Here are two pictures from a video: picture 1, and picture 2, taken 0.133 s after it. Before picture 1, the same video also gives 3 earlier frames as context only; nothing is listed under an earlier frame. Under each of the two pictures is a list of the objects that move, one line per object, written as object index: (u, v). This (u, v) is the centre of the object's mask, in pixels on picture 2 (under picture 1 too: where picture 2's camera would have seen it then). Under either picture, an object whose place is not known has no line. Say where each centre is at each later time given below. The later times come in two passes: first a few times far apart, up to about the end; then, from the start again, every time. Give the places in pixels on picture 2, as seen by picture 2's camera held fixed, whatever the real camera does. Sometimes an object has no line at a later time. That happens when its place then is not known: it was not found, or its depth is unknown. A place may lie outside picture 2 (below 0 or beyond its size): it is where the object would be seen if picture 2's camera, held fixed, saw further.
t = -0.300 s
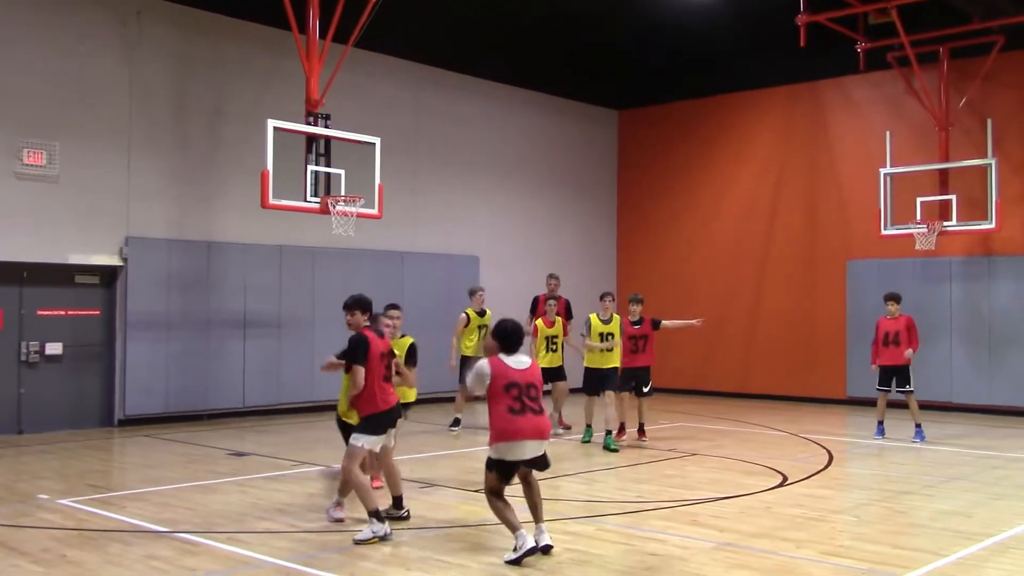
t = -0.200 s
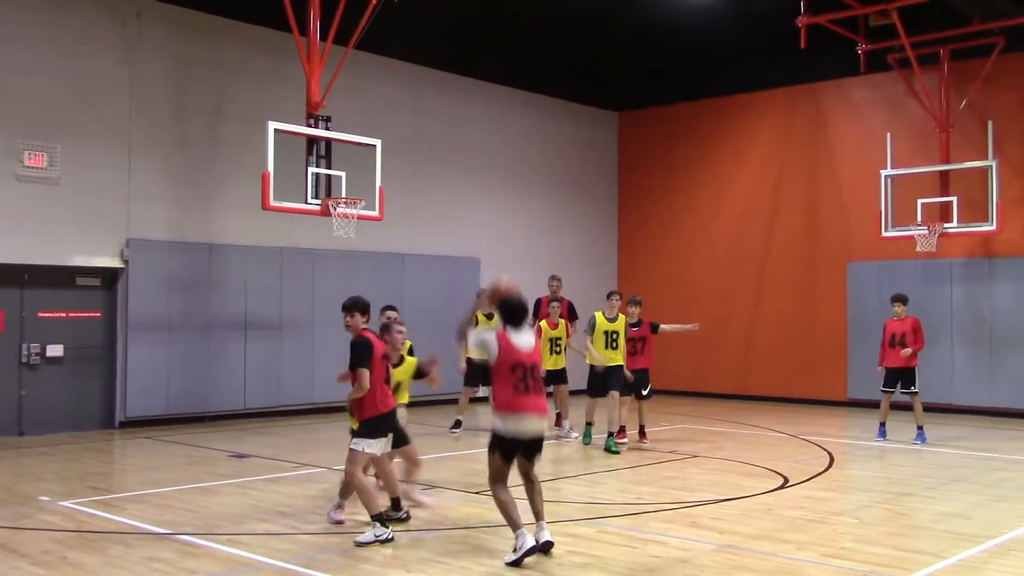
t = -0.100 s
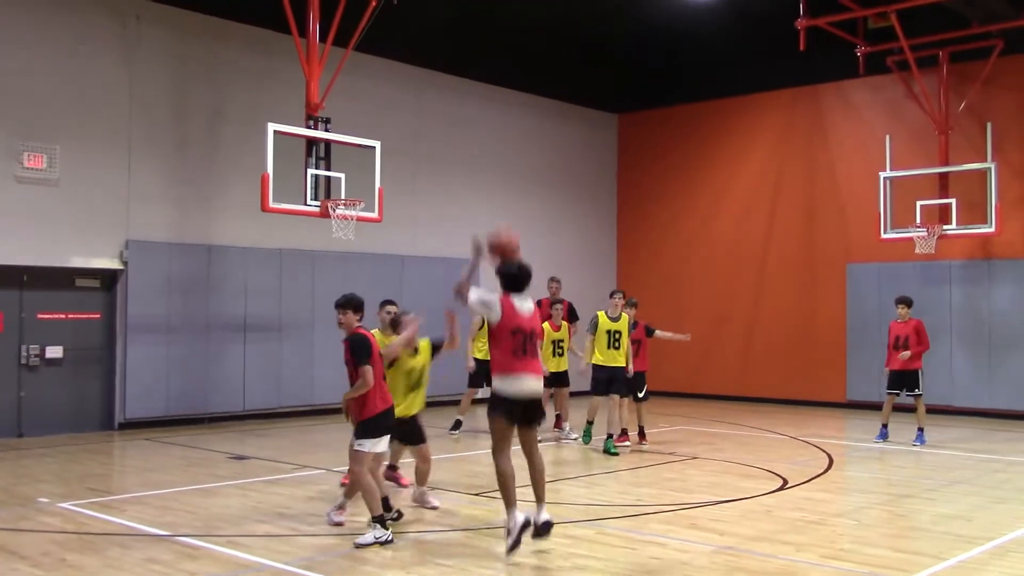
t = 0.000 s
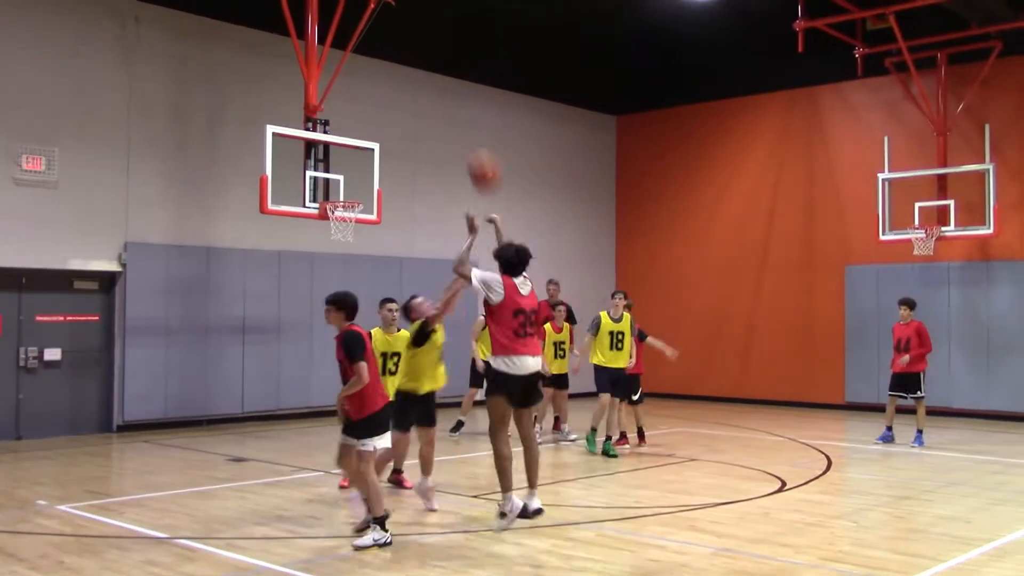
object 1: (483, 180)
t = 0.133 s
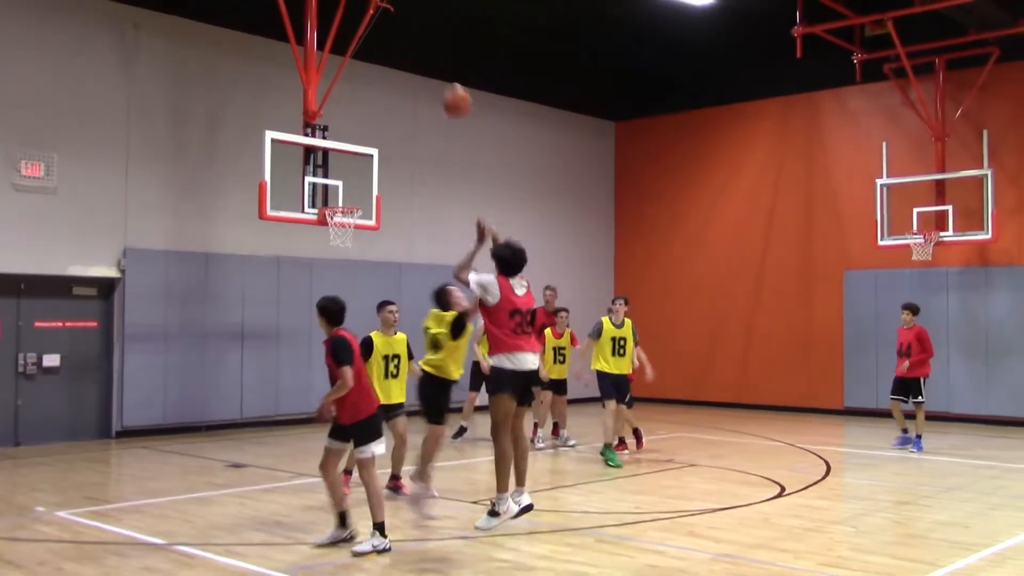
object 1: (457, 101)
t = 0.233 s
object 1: (440, 65)
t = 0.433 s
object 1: (412, 32)
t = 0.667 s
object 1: (386, 45)
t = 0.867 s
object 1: (369, 89)
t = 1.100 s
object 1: (353, 170)
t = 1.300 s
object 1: (344, 161)
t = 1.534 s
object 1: (351, 118)
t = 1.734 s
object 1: (361, 115)
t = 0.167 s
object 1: (451, 87)
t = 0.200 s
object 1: (445, 74)
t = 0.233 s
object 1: (440, 65)
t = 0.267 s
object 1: (435, 56)
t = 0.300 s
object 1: (429, 49)
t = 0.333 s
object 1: (425, 42)
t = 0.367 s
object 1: (420, 38)
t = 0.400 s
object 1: (416, 35)
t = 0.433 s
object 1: (412, 32)
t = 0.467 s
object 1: (407, 31)
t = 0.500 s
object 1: (404, 30)
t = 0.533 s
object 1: (400, 31)
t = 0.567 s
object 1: (396, 33)
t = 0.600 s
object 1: (393, 36)
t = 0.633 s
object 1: (389, 40)
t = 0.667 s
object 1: (386, 45)
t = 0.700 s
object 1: (383, 50)
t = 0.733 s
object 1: (380, 56)
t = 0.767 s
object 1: (378, 63)
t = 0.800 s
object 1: (375, 71)
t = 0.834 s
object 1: (372, 80)
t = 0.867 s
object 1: (369, 89)
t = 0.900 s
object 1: (366, 99)
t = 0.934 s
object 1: (364, 110)
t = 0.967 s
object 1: (361, 122)
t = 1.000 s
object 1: (358, 132)
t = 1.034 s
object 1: (357, 145)
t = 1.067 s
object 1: (354, 160)
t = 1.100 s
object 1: (353, 170)
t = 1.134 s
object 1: (351, 184)
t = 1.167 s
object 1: (350, 199)
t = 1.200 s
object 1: (348, 196)
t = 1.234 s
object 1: (347, 182)
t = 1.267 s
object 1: (345, 173)
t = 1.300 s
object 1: (344, 161)
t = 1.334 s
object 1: (343, 152)
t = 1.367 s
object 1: (343, 143)
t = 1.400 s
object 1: (344, 136)
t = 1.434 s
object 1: (346, 131)
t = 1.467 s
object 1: (348, 126)
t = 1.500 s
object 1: (350, 122)
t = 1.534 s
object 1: (351, 118)
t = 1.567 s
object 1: (353, 116)
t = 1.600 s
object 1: (354, 114)
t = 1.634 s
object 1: (356, 113)
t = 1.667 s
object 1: (358, 113)
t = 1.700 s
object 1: (360, 114)
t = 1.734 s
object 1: (361, 115)
